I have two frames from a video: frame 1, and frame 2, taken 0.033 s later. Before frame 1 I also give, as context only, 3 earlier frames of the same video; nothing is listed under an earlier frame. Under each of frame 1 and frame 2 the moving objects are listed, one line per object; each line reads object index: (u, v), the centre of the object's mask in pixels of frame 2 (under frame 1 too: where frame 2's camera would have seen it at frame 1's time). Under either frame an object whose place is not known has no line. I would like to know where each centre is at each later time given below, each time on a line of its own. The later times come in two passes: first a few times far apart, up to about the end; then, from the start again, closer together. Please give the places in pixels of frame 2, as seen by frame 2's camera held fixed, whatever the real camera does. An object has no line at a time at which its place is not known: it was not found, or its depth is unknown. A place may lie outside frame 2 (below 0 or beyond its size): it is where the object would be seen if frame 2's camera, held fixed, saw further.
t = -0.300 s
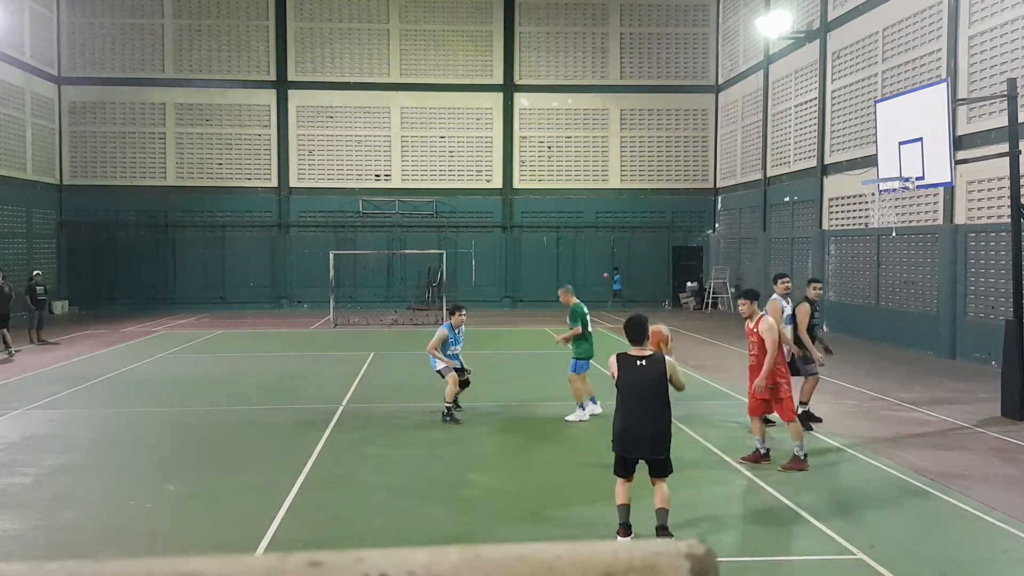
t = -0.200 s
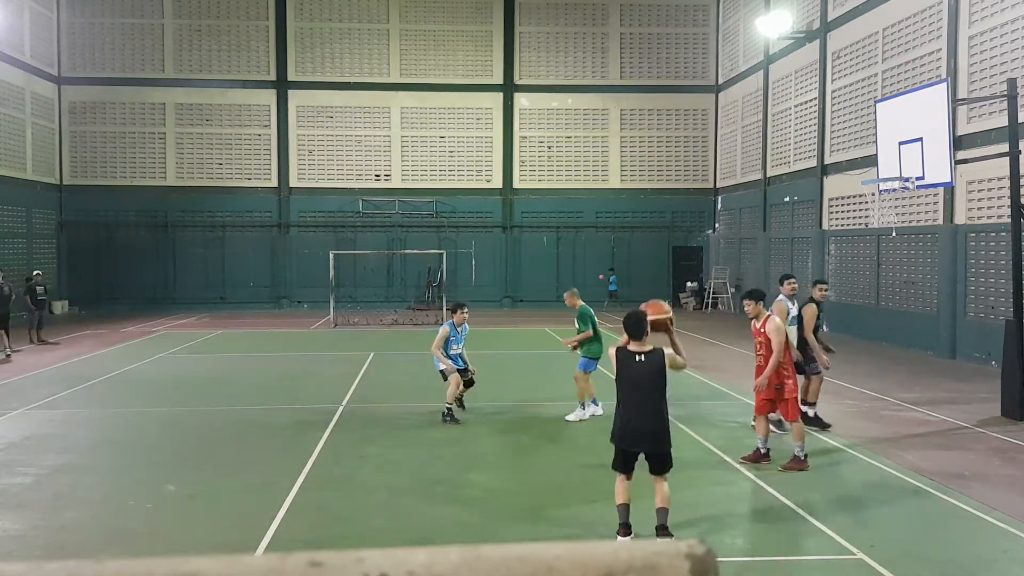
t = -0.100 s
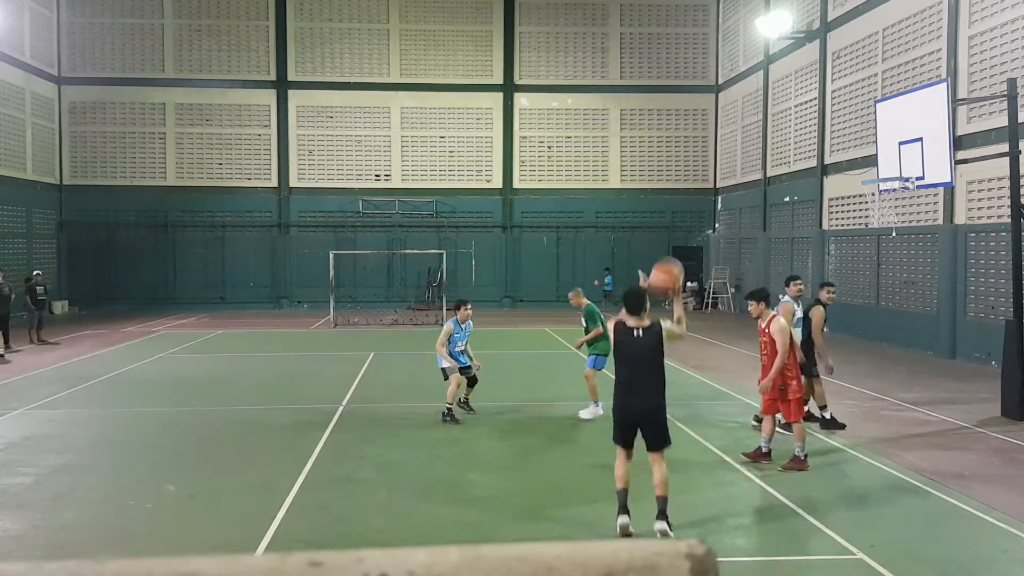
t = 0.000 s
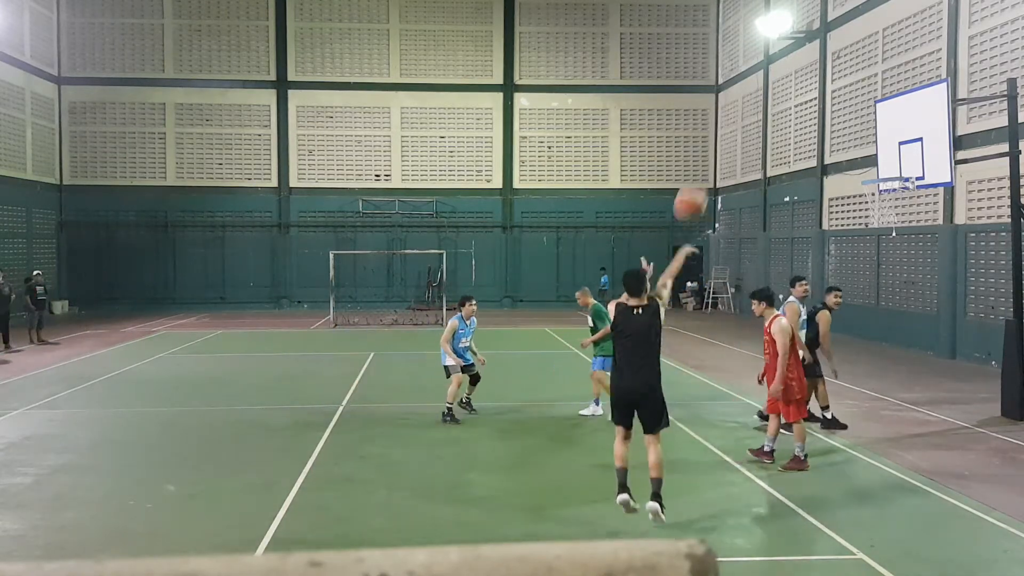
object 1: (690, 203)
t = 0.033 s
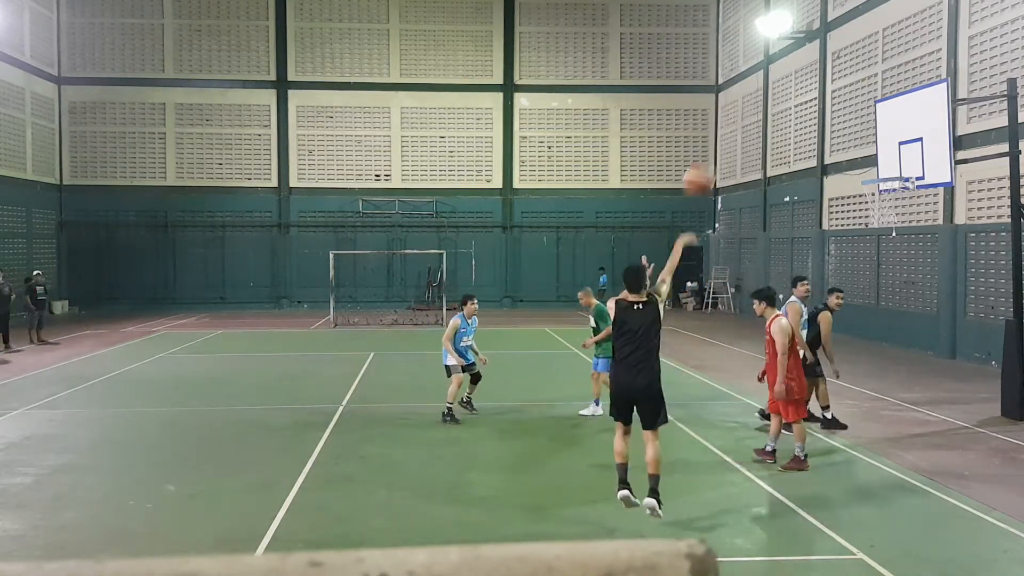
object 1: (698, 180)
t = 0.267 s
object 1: (750, 71)
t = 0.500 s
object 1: (795, 33)
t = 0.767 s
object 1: (833, 58)
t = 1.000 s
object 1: (862, 124)
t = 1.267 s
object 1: (888, 215)
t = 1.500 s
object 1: (910, 288)
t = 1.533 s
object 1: (912, 301)
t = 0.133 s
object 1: (721, 123)
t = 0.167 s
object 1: (729, 106)
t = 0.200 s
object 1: (736, 92)
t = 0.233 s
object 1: (744, 80)
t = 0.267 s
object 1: (750, 71)
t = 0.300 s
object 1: (758, 63)
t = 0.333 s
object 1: (765, 57)
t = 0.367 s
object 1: (773, 50)
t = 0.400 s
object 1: (776, 42)
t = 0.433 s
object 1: (782, 42)
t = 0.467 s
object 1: (789, 35)
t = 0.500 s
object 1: (795, 33)
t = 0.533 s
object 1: (798, 34)
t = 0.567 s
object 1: (805, 33)
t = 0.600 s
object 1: (810, 35)
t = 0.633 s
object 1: (815, 37)
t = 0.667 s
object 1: (819, 41)
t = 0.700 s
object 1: (824, 46)
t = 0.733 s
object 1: (830, 51)
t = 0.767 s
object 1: (833, 58)
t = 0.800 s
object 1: (837, 65)
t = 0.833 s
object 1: (842, 74)
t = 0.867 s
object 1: (846, 83)
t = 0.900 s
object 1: (850, 92)
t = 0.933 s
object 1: (854, 102)
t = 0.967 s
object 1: (858, 113)
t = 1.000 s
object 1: (862, 124)
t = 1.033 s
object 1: (865, 137)
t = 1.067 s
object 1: (869, 150)
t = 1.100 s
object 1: (871, 163)
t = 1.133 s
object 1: (876, 174)
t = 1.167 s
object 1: (880, 191)
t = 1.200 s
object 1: (885, 201)
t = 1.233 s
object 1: (886, 209)
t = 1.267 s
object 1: (888, 215)
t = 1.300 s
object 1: (891, 223)
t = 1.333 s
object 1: (895, 230)
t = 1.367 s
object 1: (898, 240)
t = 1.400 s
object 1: (901, 252)
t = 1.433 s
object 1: (904, 262)
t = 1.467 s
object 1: (907, 274)
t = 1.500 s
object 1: (910, 288)
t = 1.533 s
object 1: (912, 301)
